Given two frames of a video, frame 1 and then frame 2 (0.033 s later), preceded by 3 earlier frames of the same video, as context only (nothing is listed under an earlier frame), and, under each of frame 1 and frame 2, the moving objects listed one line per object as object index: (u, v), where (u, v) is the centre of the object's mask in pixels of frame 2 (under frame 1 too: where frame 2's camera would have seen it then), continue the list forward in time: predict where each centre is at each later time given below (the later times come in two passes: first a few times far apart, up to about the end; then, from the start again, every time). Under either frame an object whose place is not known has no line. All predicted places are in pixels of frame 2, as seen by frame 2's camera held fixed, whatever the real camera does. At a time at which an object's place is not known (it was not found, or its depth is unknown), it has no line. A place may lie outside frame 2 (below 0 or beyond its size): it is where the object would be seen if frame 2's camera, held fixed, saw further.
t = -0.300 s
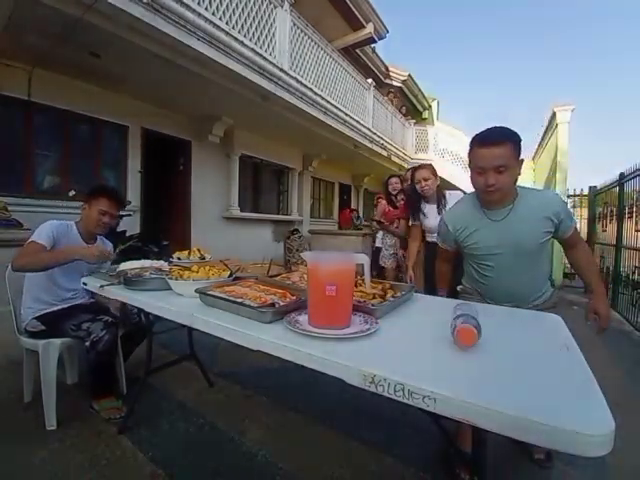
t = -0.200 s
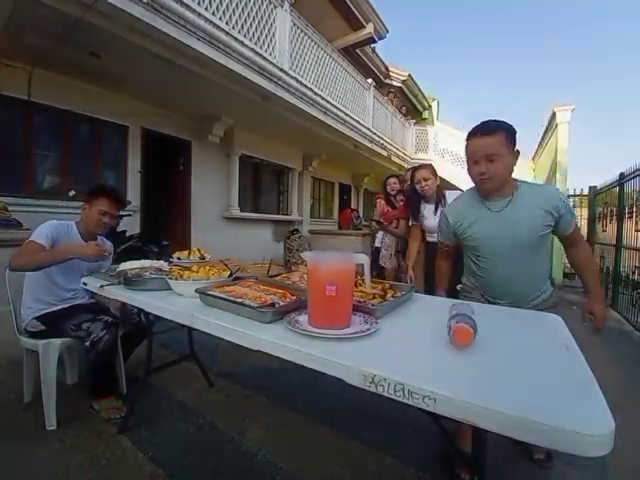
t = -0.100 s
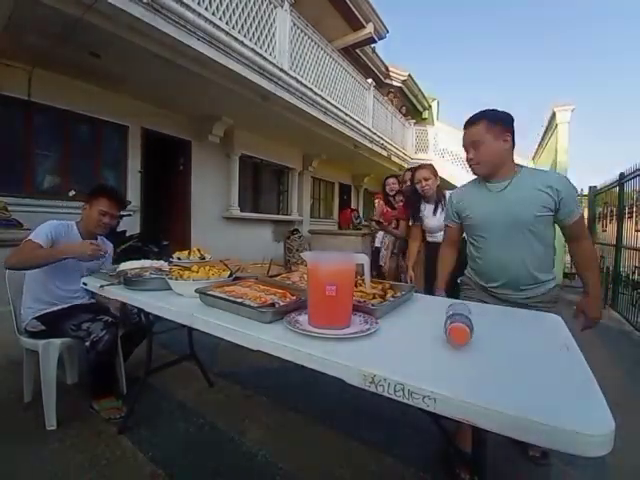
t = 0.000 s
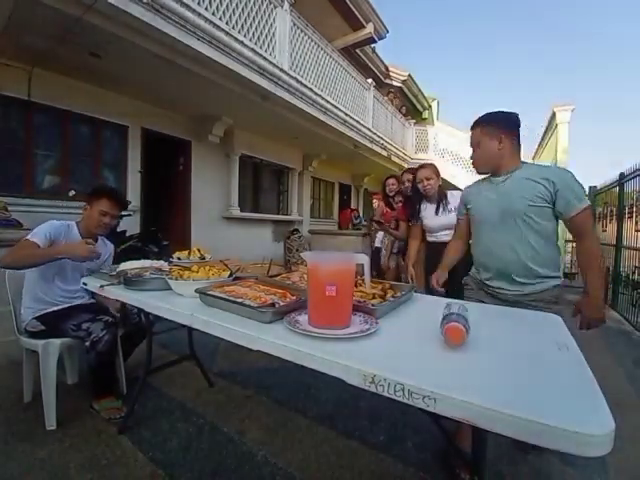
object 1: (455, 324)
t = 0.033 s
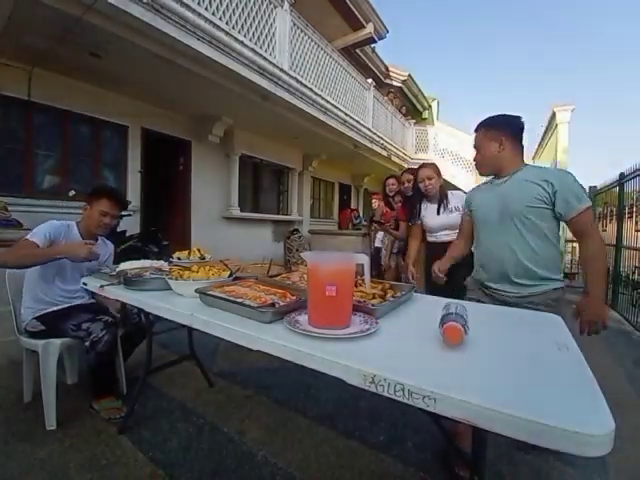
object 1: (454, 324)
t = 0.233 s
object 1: (449, 323)
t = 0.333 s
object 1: (444, 324)
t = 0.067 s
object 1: (453, 324)
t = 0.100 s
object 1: (452, 323)
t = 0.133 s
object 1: (452, 324)
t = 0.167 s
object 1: (451, 324)
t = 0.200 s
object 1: (450, 323)
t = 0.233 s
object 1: (449, 323)
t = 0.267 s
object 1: (447, 323)
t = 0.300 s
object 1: (446, 323)
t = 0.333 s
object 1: (444, 324)
